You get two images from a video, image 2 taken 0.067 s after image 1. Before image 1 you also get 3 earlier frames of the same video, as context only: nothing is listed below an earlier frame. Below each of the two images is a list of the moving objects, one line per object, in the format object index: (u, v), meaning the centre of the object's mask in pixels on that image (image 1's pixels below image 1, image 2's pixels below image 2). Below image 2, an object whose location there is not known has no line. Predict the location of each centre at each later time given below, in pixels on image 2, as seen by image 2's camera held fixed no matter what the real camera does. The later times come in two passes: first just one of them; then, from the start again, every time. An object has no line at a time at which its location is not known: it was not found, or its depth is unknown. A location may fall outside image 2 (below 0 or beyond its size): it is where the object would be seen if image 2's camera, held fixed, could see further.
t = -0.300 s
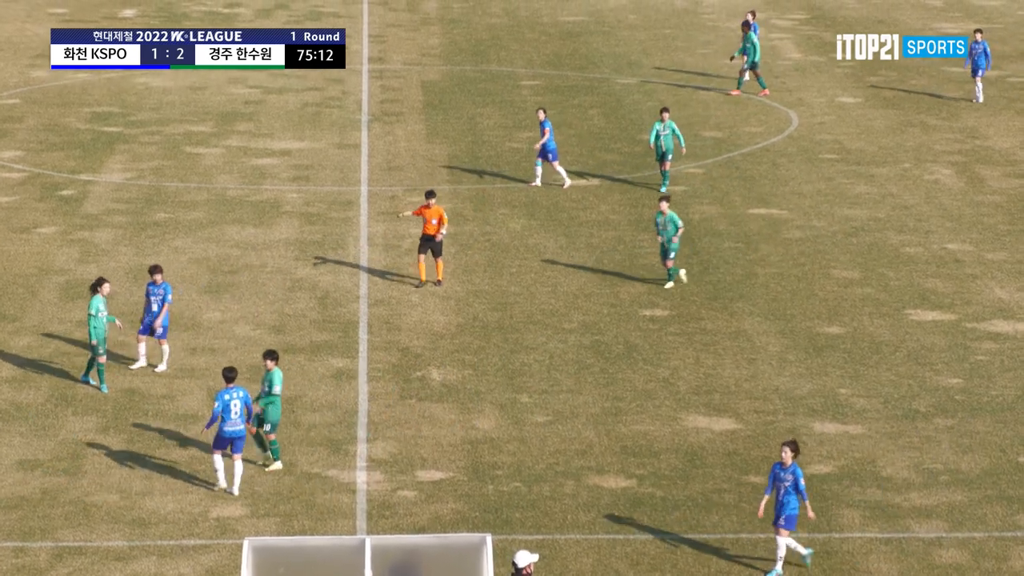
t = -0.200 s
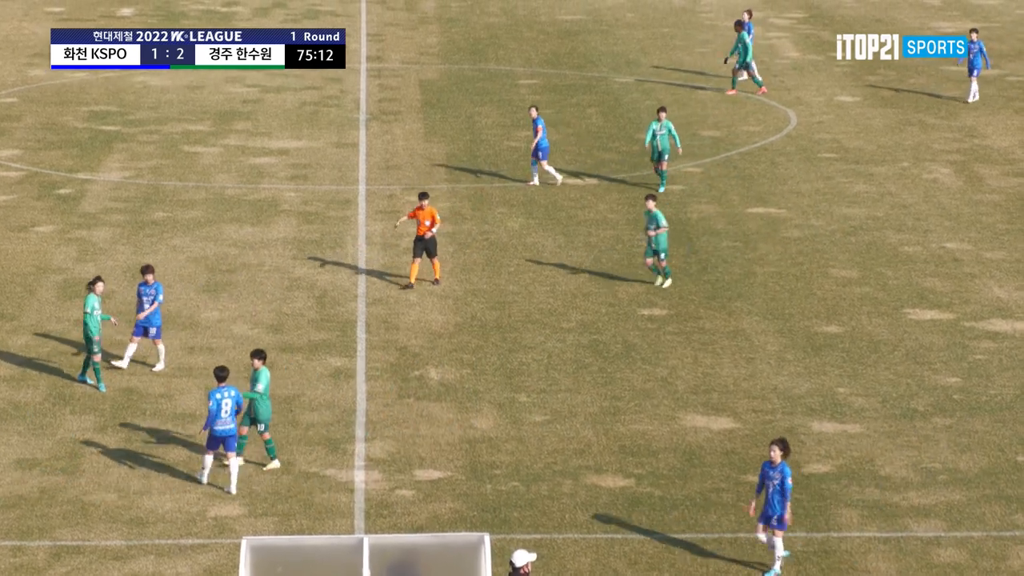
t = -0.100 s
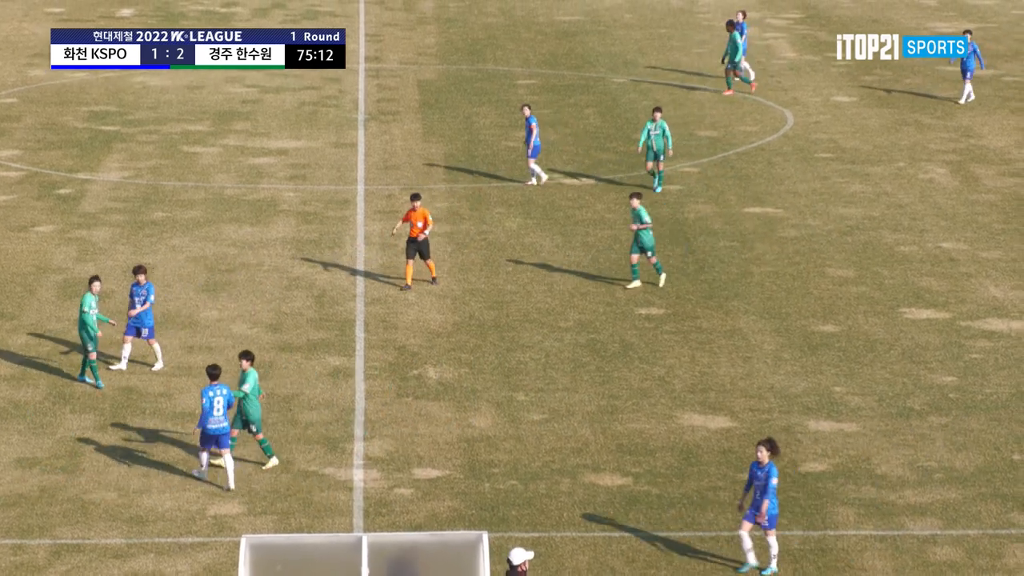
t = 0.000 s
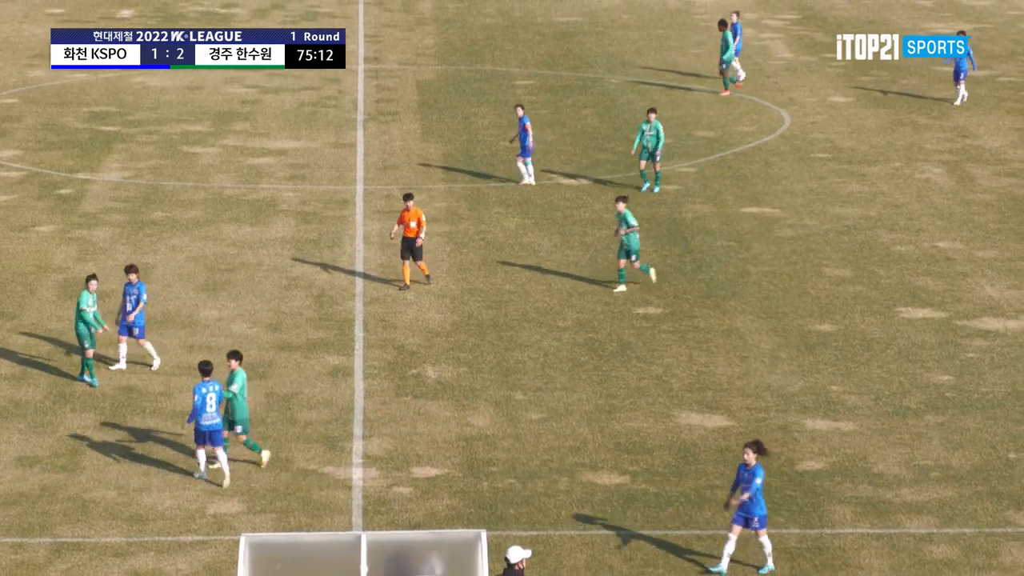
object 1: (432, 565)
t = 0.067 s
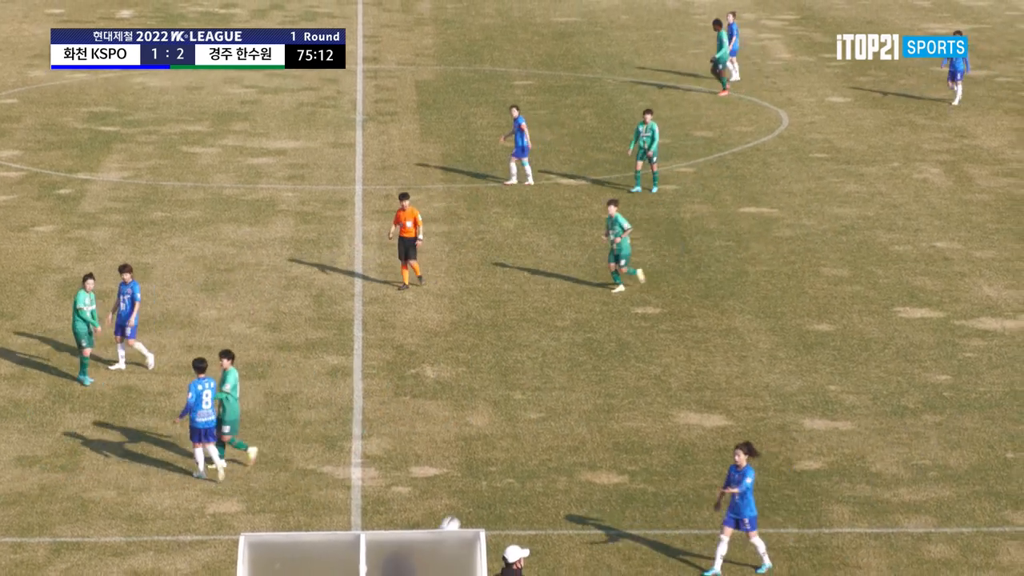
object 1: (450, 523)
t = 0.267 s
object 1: (503, 444)
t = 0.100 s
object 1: (459, 512)
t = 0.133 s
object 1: (468, 497)
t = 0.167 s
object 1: (476, 481)
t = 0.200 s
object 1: (485, 467)
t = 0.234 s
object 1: (494, 455)
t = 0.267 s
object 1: (503, 444)
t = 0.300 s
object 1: (511, 433)
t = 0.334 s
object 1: (519, 425)
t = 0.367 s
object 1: (528, 417)
